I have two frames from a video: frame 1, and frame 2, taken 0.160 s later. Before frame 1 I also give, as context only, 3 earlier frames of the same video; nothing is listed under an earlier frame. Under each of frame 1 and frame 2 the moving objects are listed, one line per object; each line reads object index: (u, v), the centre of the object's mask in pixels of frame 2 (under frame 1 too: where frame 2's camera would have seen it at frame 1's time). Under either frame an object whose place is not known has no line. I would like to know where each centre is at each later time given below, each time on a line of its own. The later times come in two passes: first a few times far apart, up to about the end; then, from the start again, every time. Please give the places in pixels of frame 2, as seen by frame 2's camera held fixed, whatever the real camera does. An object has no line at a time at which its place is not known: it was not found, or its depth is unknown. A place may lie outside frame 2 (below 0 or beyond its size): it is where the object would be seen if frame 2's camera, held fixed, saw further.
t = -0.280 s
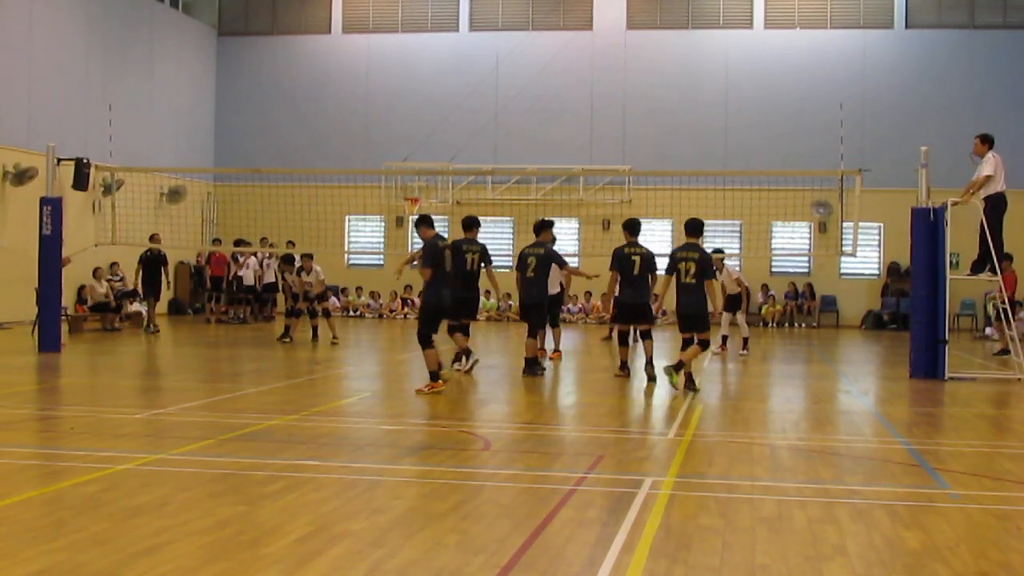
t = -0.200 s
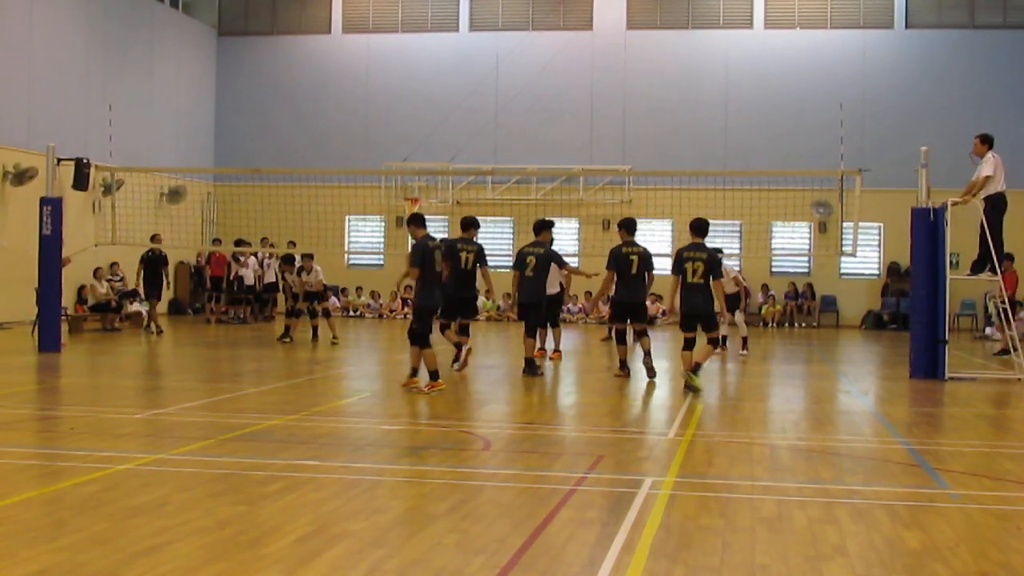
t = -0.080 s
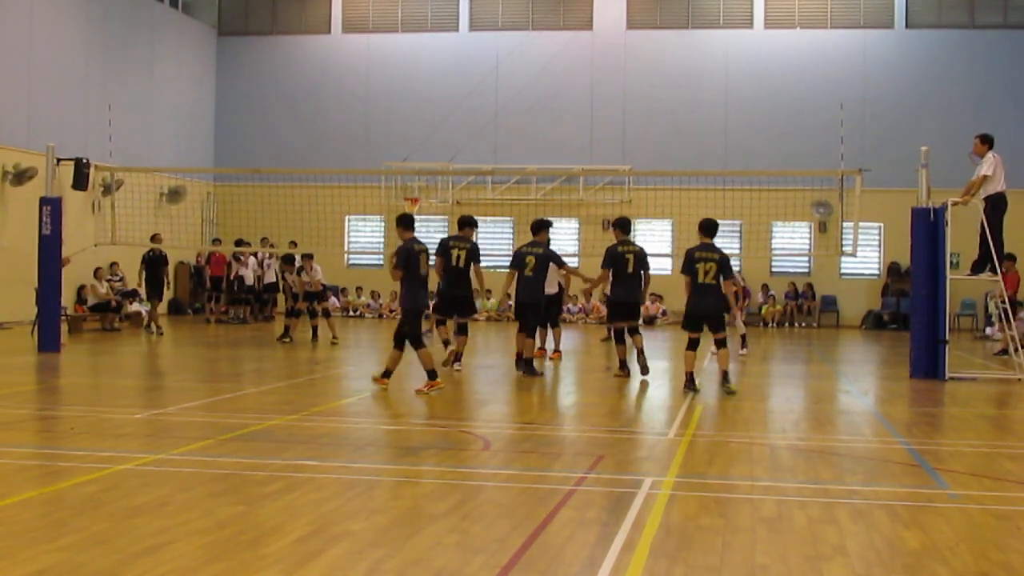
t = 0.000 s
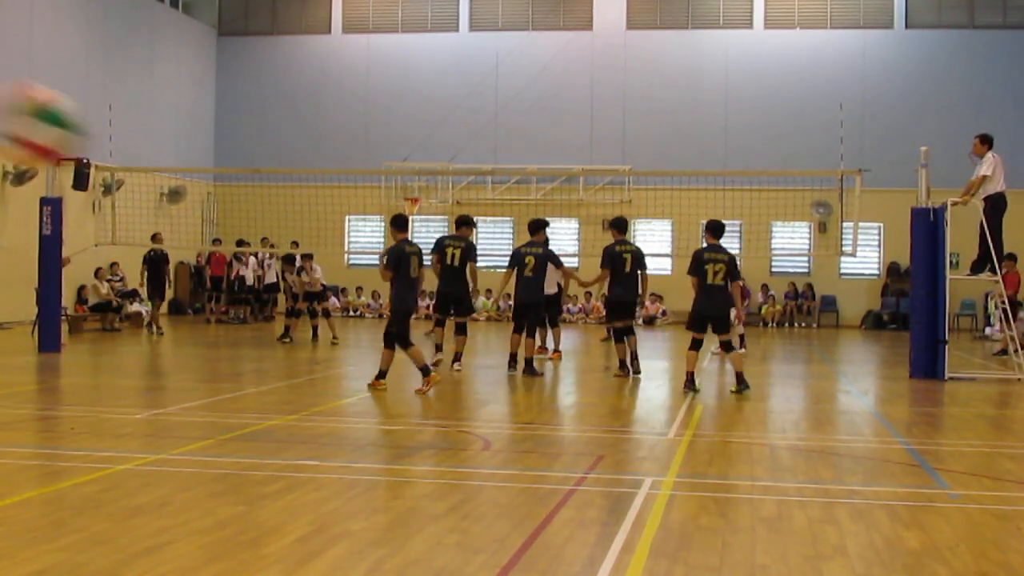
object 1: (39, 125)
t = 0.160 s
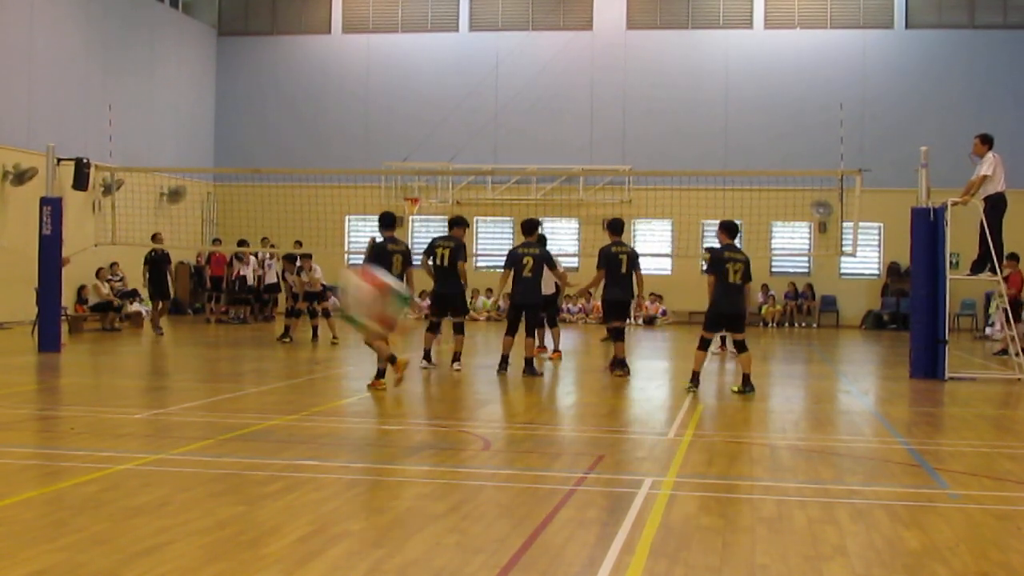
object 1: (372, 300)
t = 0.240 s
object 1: (501, 400)
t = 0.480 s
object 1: (737, 447)
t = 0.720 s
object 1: (866, 300)
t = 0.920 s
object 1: (950, 293)
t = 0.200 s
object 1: (439, 349)
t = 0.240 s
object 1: (501, 400)
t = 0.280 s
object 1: (558, 451)
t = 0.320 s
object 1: (608, 503)
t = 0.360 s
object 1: (658, 553)
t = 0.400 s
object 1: (692, 541)
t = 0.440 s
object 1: (714, 491)
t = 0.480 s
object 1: (737, 447)
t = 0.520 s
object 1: (762, 411)
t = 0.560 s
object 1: (784, 376)
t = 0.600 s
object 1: (805, 350)
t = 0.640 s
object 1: (826, 329)
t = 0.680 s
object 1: (846, 309)
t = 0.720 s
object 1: (866, 300)
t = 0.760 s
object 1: (884, 290)
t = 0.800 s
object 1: (902, 285)
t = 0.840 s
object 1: (919, 284)
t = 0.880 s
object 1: (934, 287)
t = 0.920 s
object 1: (950, 293)
